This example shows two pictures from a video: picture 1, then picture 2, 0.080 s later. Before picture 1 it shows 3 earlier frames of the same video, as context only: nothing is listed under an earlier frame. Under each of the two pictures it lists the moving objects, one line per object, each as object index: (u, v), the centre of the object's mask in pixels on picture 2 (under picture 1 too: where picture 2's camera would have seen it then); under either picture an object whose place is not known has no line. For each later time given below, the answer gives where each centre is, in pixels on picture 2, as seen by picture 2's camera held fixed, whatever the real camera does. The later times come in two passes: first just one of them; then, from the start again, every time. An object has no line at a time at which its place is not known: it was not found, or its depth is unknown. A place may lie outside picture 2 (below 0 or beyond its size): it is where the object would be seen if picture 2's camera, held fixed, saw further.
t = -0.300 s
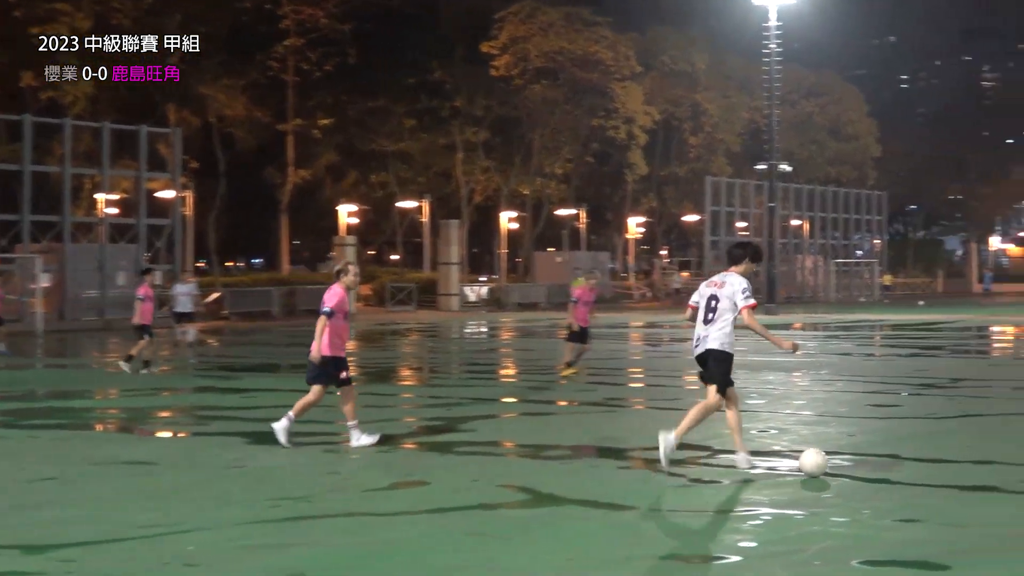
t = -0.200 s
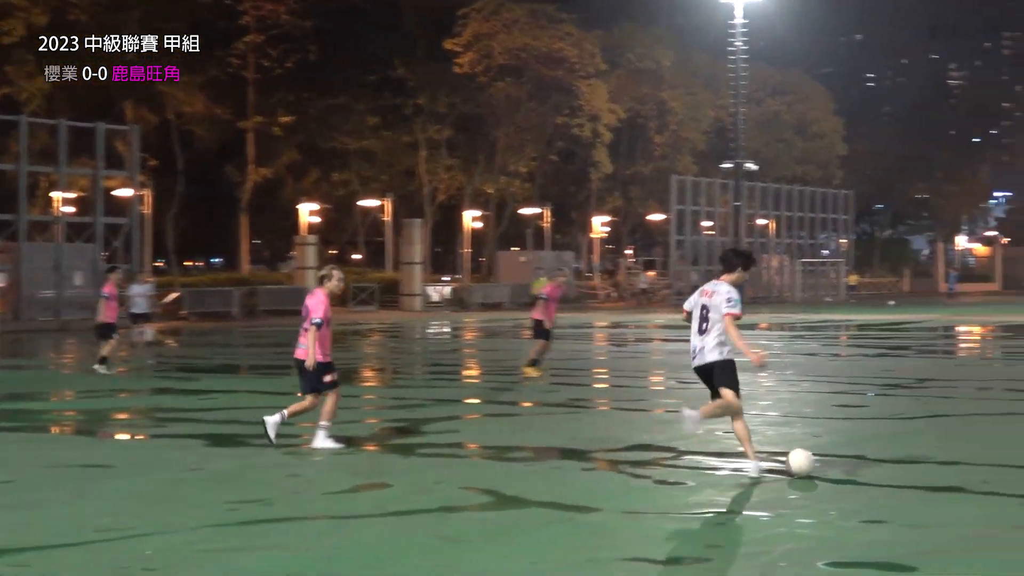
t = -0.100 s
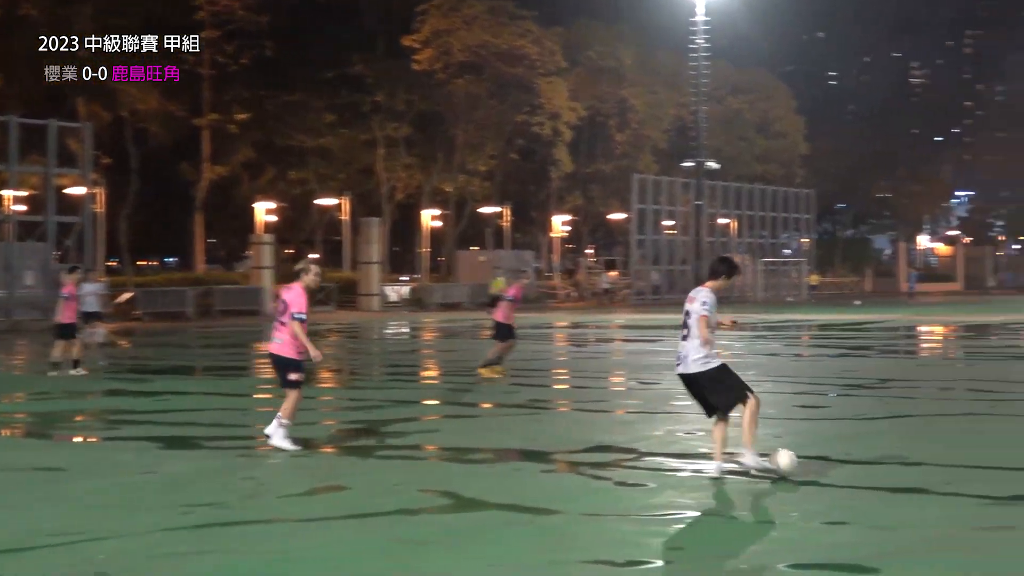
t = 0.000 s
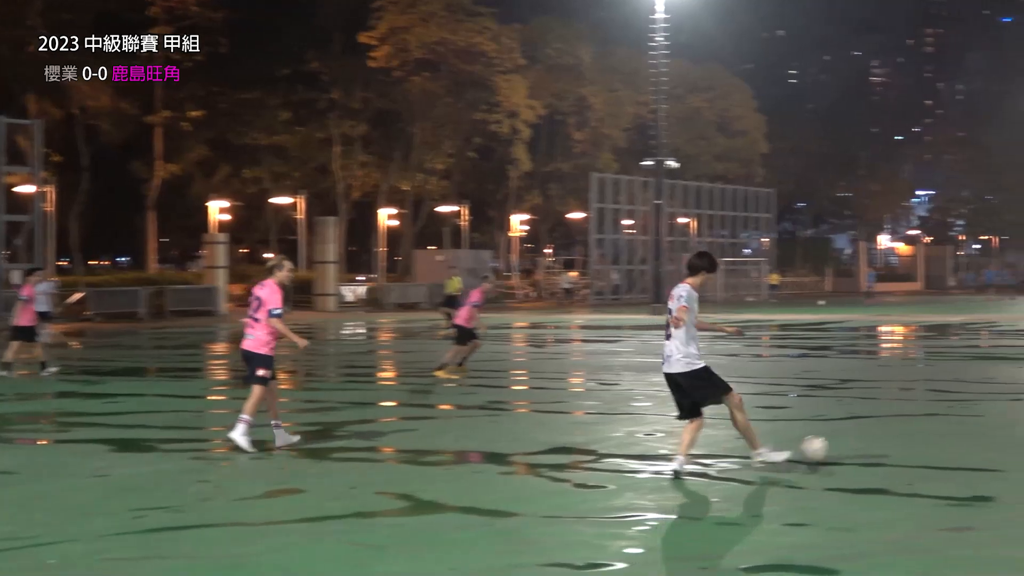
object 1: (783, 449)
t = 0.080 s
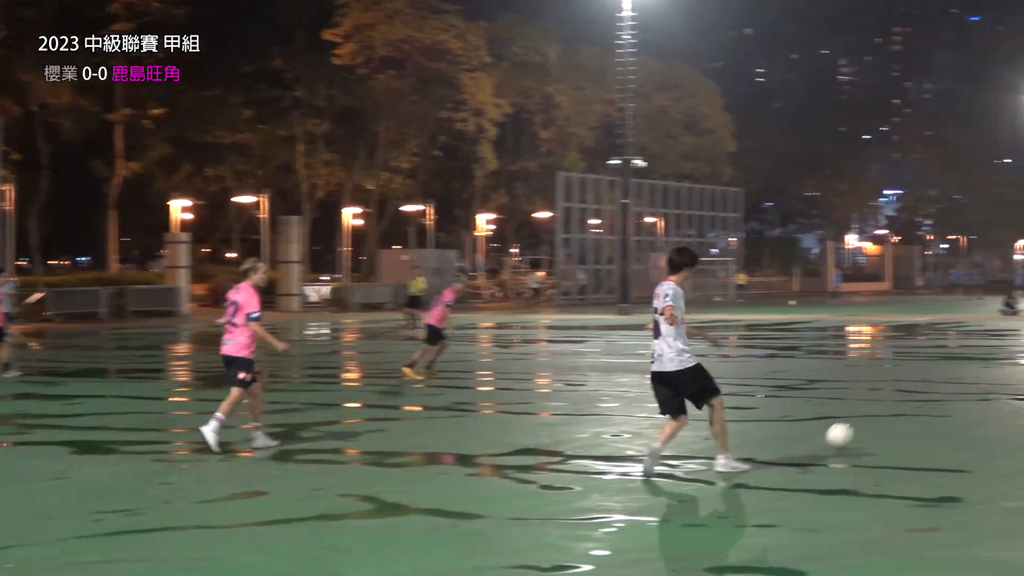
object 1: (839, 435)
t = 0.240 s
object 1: (932, 414)
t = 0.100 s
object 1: (853, 432)
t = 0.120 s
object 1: (865, 429)
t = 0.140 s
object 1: (878, 427)
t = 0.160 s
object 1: (890, 426)
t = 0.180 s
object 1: (900, 423)
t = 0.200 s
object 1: (911, 419)
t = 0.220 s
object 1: (922, 416)
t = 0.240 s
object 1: (932, 414)
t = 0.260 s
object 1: (941, 412)
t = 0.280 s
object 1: (951, 411)
